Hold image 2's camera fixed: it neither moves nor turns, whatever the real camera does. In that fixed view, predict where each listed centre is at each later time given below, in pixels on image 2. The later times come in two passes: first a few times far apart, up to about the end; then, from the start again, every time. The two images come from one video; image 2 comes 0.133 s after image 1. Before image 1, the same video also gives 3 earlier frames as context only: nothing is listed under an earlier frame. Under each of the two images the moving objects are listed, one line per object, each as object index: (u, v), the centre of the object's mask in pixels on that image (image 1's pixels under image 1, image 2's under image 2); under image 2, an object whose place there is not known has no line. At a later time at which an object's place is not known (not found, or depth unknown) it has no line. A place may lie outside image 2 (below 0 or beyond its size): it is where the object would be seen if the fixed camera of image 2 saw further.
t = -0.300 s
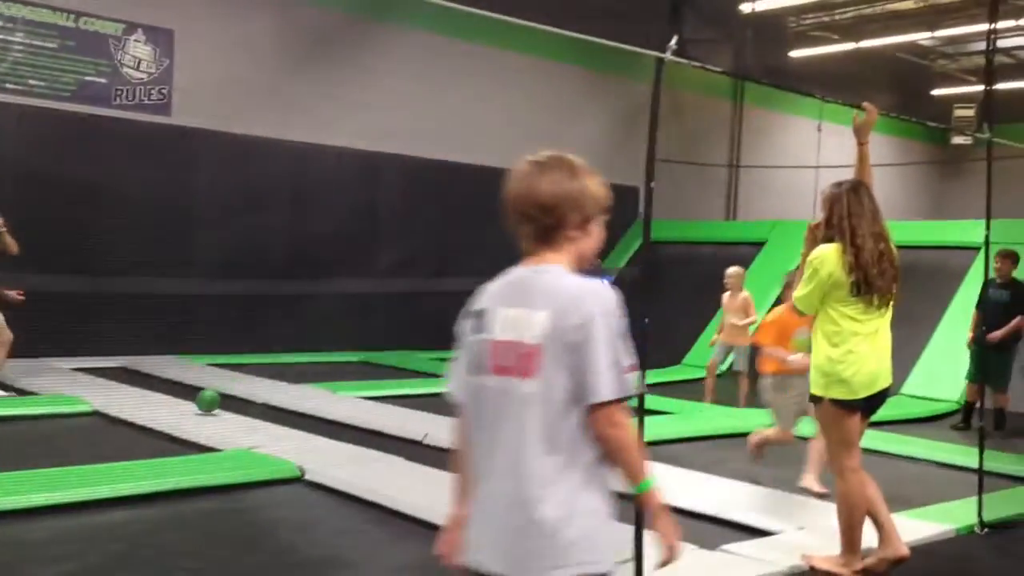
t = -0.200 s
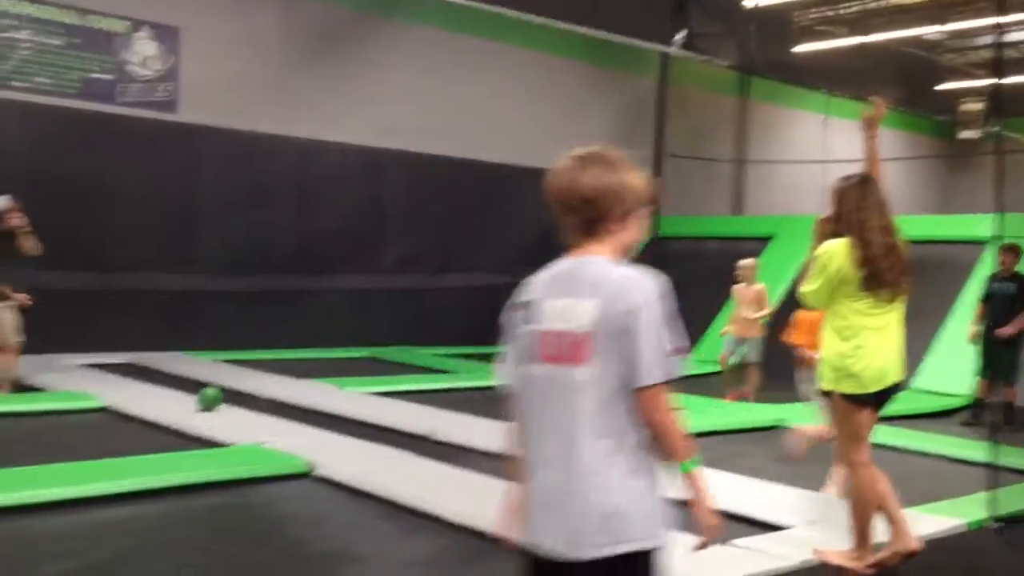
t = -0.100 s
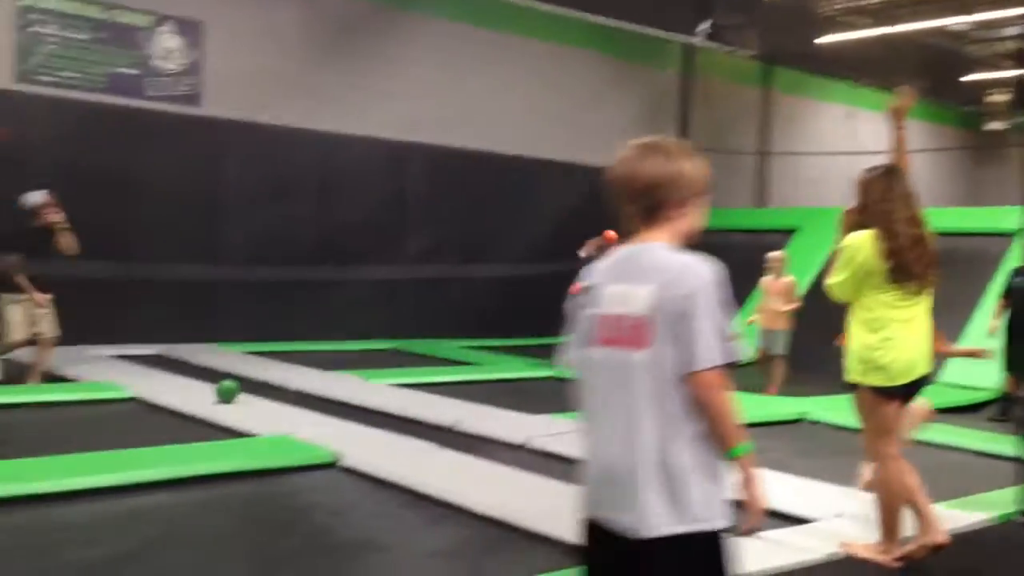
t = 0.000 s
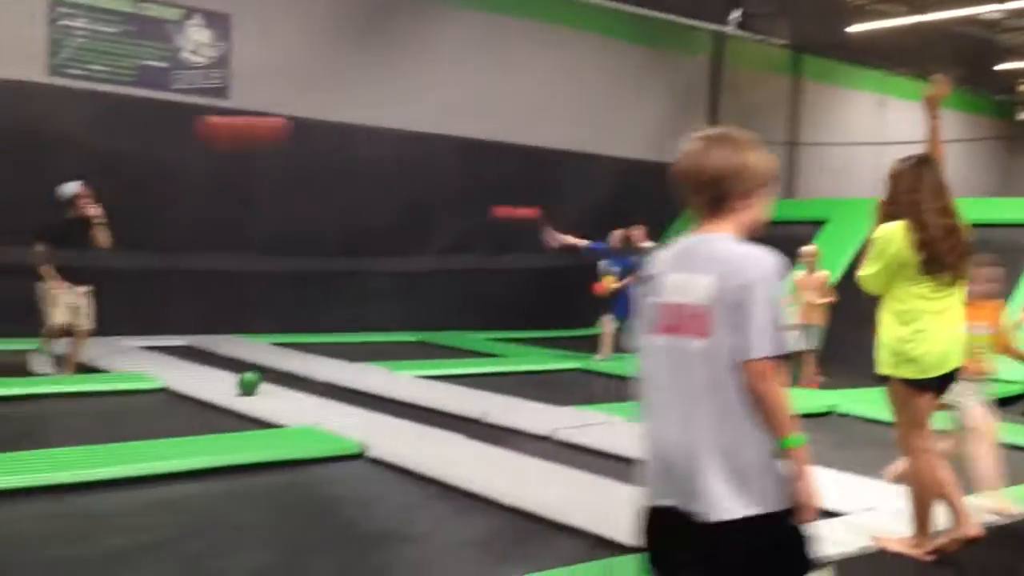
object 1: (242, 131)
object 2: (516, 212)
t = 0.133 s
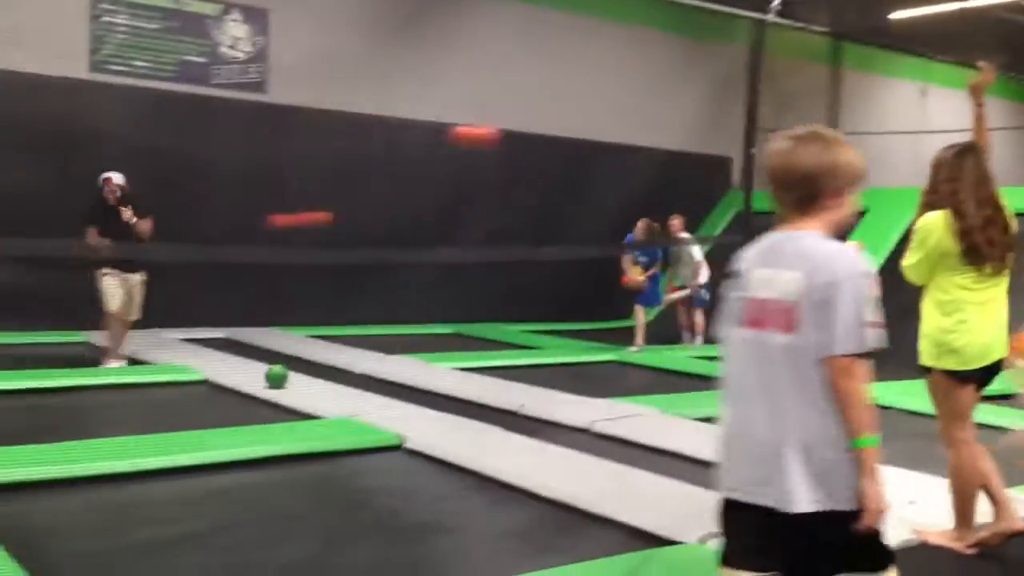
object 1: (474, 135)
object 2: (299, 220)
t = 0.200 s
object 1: (538, 146)
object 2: (175, 235)
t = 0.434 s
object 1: (671, 190)
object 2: (2, 269)
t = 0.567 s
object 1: (713, 217)
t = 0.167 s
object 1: (508, 140)
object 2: (232, 227)
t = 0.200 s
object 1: (538, 146)
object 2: (175, 235)
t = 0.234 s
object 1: (563, 151)
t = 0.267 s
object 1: (586, 157)
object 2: (98, 241)
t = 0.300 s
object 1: (608, 163)
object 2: (81, 243)
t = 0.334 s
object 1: (626, 170)
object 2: (61, 251)
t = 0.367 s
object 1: (643, 177)
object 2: (37, 258)
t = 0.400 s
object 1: (657, 183)
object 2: (22, 261)
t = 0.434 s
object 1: (671, 190)
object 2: (2, 269)
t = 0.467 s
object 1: (684, 198)
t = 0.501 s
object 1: (695, 205)
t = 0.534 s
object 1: (705, 211)
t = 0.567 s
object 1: (713, 217)
